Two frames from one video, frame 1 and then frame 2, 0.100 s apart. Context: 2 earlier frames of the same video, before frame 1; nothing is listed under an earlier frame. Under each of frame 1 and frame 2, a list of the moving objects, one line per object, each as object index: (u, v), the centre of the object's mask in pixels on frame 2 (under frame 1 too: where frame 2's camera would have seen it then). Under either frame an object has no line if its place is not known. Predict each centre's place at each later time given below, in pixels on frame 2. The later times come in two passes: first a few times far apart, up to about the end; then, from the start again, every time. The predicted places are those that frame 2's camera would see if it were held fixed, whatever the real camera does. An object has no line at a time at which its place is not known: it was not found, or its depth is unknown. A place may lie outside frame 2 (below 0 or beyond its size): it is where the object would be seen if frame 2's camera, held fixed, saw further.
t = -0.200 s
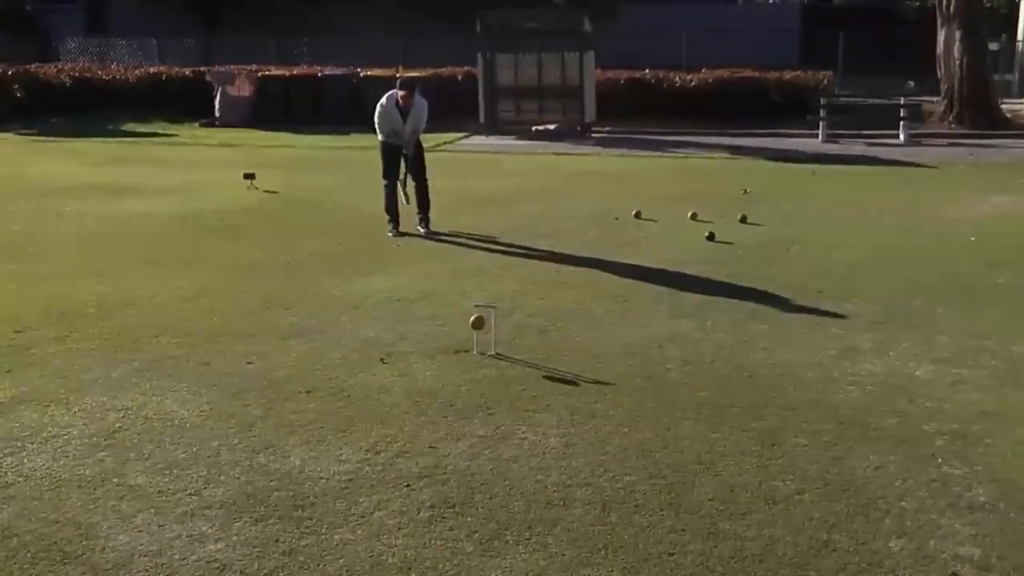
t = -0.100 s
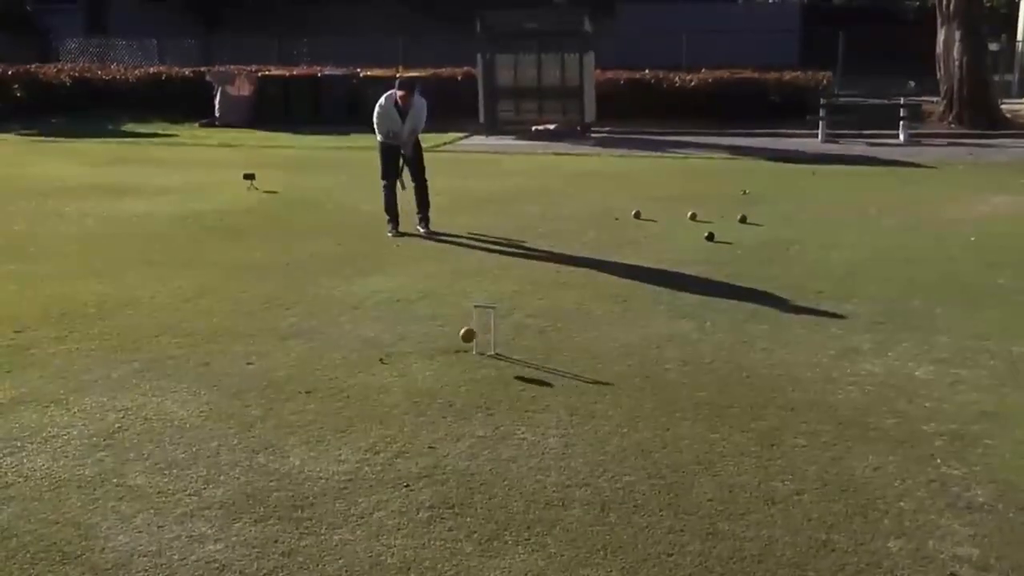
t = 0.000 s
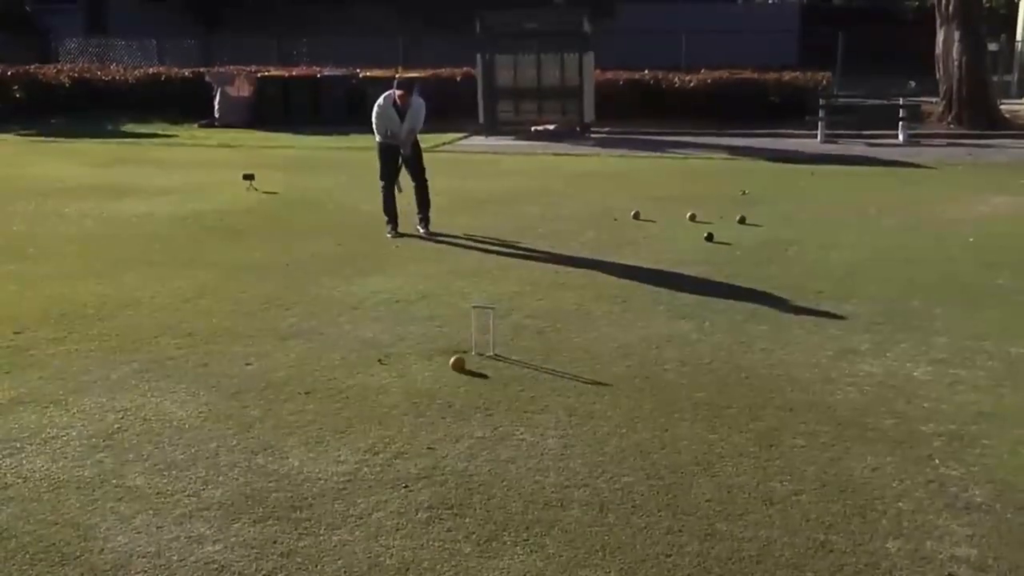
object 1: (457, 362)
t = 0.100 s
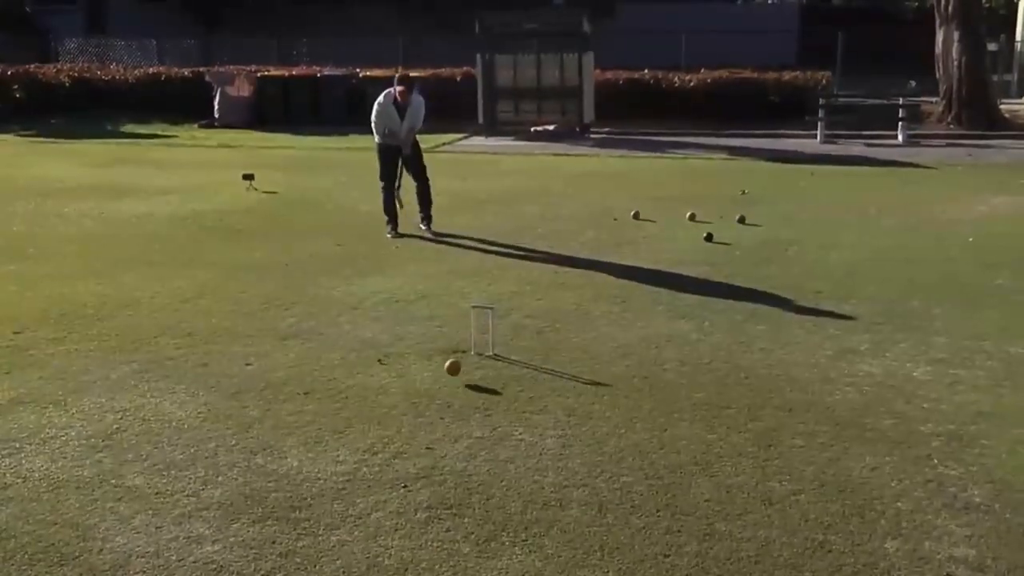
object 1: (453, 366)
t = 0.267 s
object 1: (444, 388)
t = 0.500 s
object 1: (427, 423)
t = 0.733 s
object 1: (408, 456)
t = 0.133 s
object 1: (451, 372)
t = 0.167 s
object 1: (450, 379)
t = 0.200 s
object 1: (448, 384)
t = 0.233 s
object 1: (446, 386)
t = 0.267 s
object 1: (444, 388)
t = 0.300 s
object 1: (442, 394)
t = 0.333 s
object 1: (440, 401)
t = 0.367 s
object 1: (437, 405)
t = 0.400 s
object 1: (435, 409)
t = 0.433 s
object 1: (432, 414)
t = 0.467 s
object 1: (430, 419)
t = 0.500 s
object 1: (427, 423)
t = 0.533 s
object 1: (425, 427)
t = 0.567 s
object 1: (422, 432)
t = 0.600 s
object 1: (419, 437)
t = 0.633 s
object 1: (416, 441)
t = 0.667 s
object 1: (413, 445)
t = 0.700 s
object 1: (411, 452)
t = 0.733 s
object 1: (408, 456)
